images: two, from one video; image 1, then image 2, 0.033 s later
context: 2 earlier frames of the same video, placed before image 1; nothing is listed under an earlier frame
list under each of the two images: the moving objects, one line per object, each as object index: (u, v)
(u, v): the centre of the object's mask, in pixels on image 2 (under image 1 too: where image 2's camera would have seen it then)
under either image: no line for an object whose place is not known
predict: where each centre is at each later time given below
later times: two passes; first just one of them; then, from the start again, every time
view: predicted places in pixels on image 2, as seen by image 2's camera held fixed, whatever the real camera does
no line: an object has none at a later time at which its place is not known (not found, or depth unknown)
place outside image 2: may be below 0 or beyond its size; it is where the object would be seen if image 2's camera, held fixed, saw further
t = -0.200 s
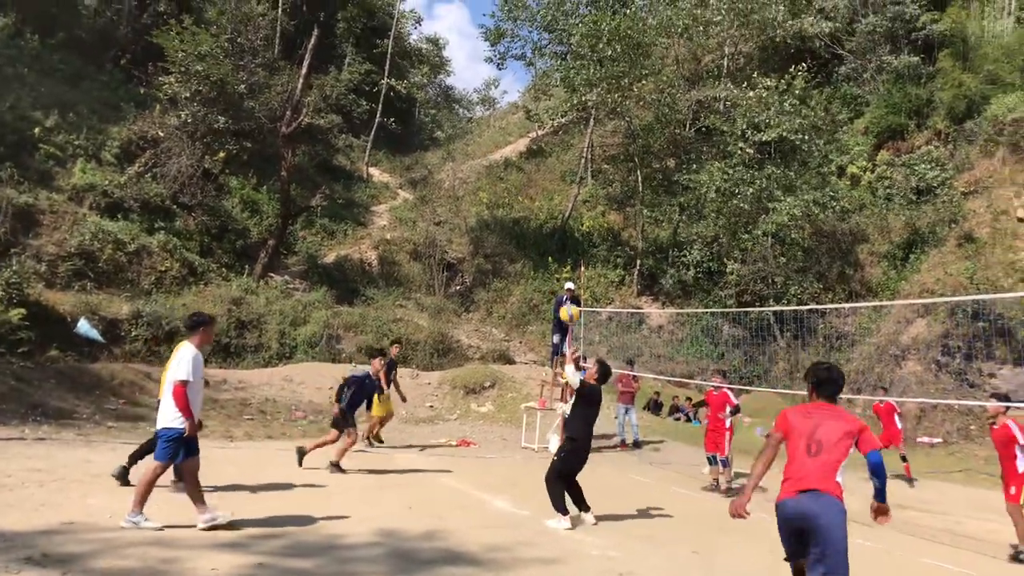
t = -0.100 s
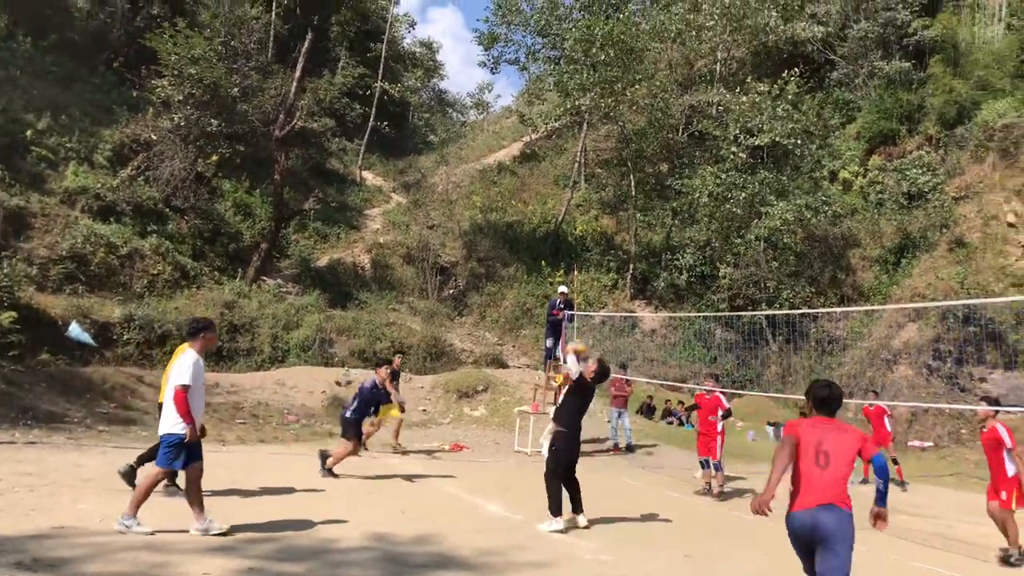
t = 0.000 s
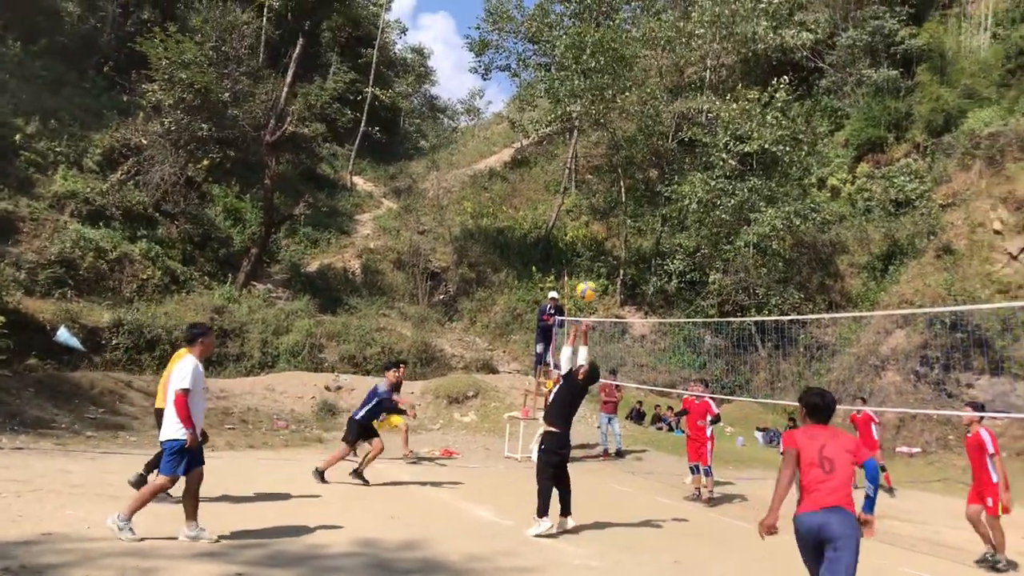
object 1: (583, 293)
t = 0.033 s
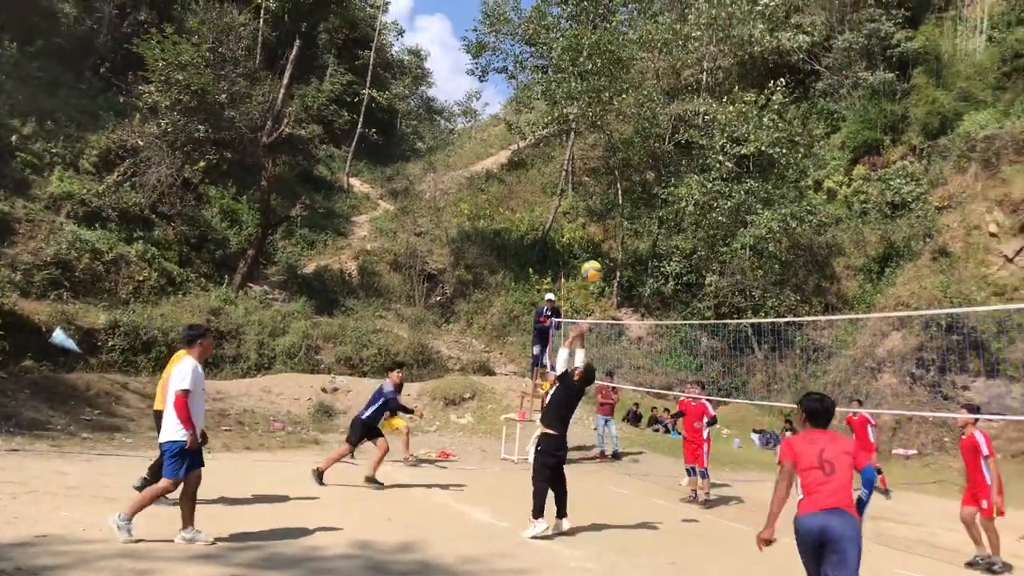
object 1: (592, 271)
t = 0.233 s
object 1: (639, 157)
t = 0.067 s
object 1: (599, 250)
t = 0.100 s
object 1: (607, 229)
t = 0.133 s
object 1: (615, 209)
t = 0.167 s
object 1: (622, 191)
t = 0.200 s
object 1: (631, 173)
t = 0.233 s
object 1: (639, 157)
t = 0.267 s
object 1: (646, 142)
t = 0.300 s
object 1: (654, 129)
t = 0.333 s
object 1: (661, 115)
